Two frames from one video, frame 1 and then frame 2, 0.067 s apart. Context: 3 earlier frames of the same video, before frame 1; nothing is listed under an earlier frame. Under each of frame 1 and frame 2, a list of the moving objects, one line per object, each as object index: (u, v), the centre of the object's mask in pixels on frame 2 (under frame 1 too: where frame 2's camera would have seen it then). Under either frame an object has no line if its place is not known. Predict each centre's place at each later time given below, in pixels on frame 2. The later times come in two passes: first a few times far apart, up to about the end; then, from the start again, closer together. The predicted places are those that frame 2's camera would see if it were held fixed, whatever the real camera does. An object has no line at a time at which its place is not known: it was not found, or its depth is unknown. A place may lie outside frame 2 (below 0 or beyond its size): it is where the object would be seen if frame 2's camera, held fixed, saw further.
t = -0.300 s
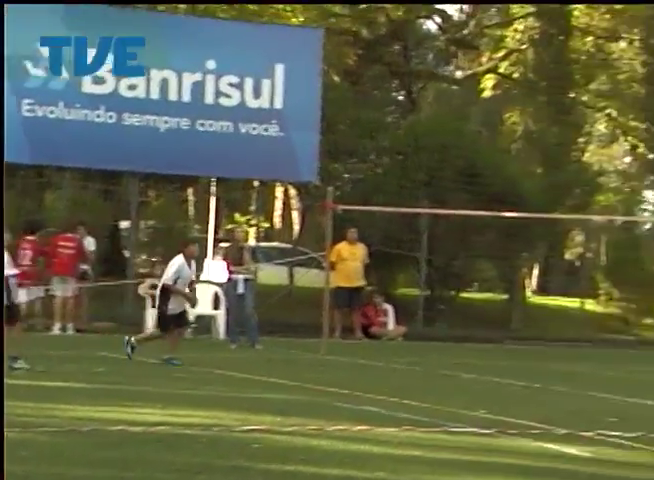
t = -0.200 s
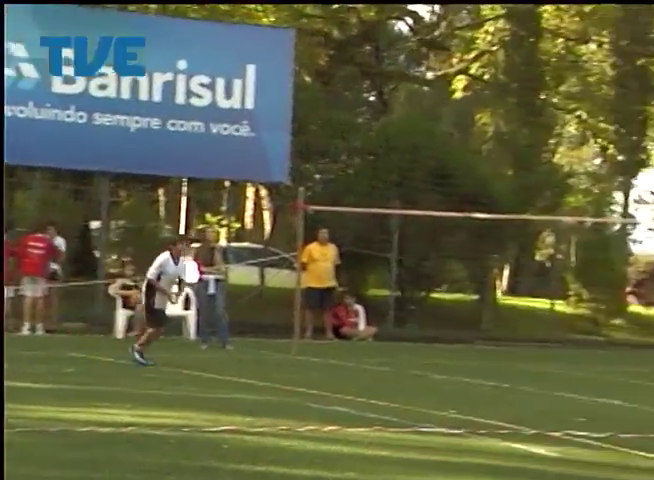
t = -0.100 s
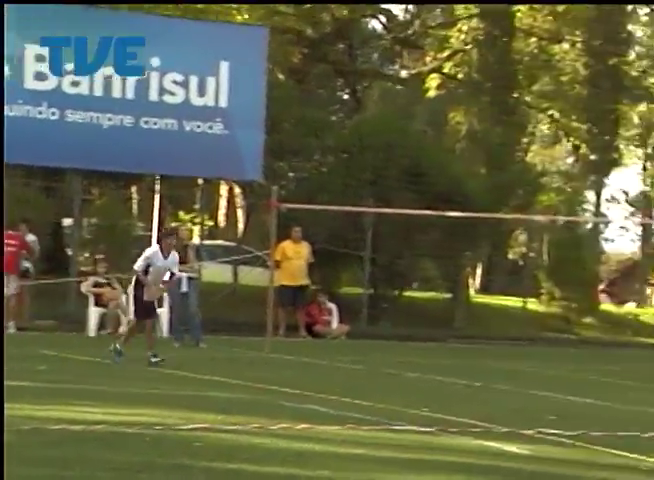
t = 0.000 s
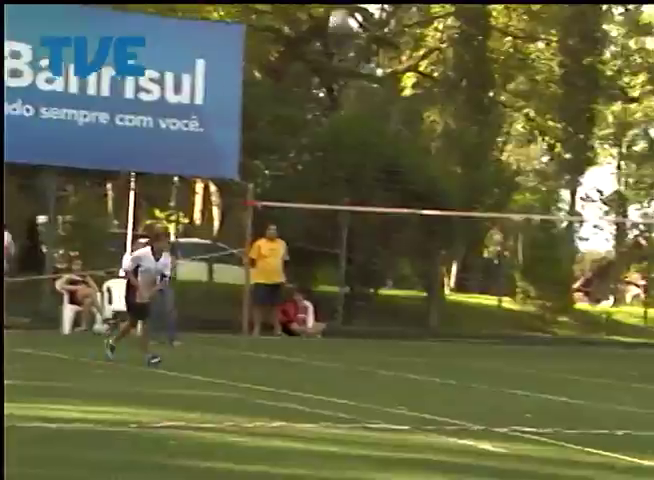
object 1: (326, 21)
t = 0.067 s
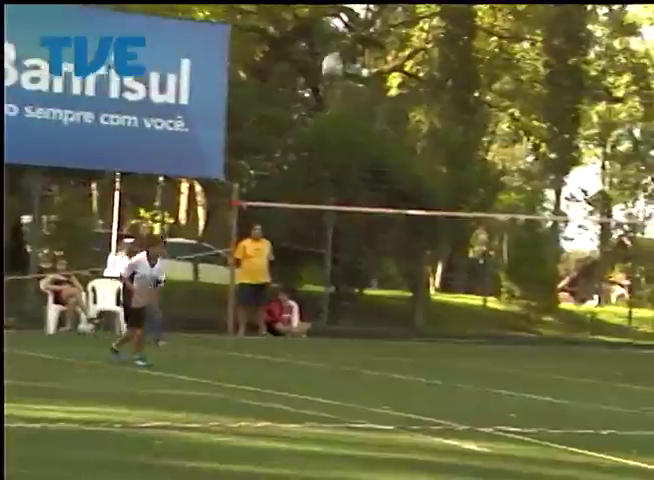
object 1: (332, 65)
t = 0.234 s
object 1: (348, 192)
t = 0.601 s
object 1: (389, 275)
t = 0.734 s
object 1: (407, 208)
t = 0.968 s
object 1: (436, 136)
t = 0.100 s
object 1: (336, 88)
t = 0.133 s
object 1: (338, 114)
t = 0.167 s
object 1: (342, 139)
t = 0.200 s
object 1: (345, 167)
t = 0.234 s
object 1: (348, 192)
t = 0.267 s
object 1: (351, 223)
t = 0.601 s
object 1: (389, 275)
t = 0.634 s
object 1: (393, 256)
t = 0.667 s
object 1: (398, 239)
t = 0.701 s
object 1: (403, 224)
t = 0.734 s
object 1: (407, 208)
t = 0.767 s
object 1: (412, 196)
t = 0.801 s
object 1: (416, 184)
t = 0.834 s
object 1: (420, 171)
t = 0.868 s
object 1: (424, 160)
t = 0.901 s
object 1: (428, 150)
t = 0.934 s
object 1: (432, 142)
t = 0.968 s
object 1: (436, 136)
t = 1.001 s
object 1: (440, 130)
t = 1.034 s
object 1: (443, 125)
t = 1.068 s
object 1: (447, 120)
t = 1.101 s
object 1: (451, 118)
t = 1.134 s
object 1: (455, 117)
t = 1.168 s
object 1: (458, 117)
